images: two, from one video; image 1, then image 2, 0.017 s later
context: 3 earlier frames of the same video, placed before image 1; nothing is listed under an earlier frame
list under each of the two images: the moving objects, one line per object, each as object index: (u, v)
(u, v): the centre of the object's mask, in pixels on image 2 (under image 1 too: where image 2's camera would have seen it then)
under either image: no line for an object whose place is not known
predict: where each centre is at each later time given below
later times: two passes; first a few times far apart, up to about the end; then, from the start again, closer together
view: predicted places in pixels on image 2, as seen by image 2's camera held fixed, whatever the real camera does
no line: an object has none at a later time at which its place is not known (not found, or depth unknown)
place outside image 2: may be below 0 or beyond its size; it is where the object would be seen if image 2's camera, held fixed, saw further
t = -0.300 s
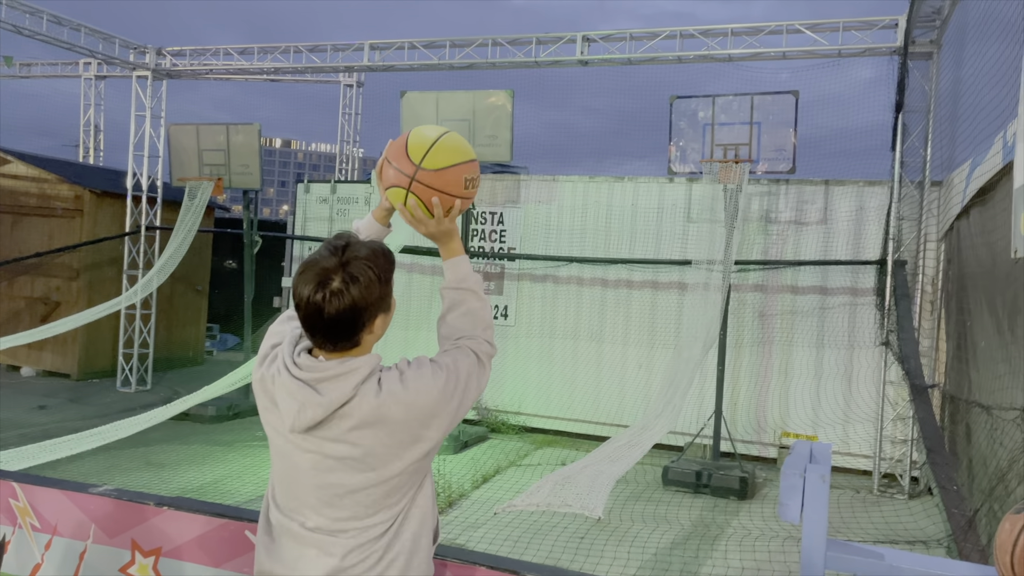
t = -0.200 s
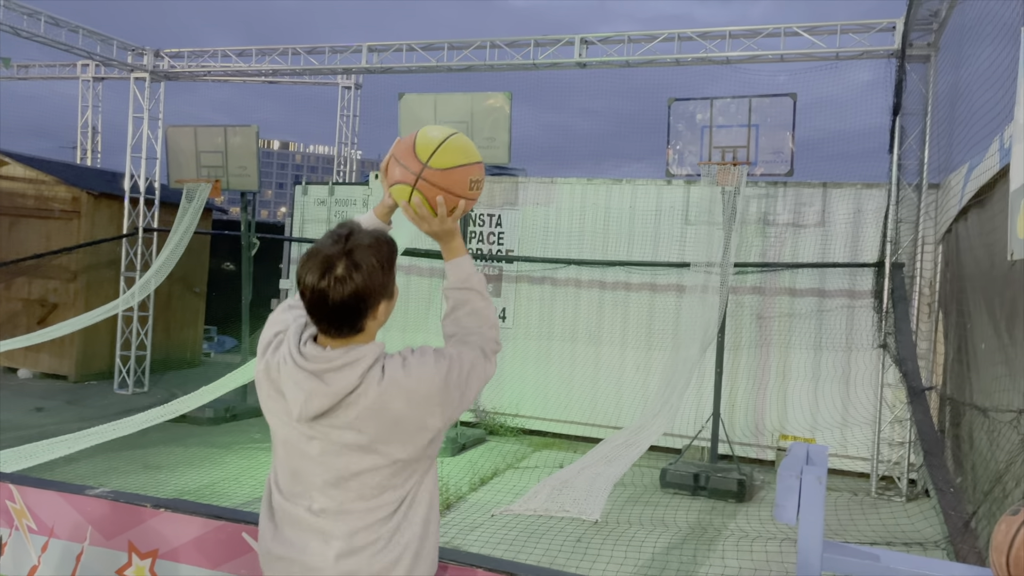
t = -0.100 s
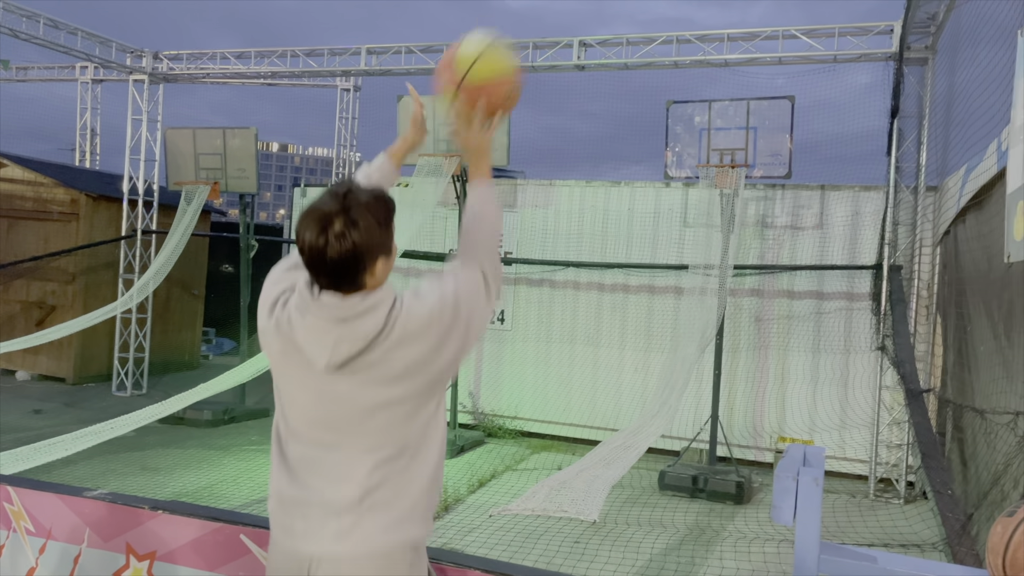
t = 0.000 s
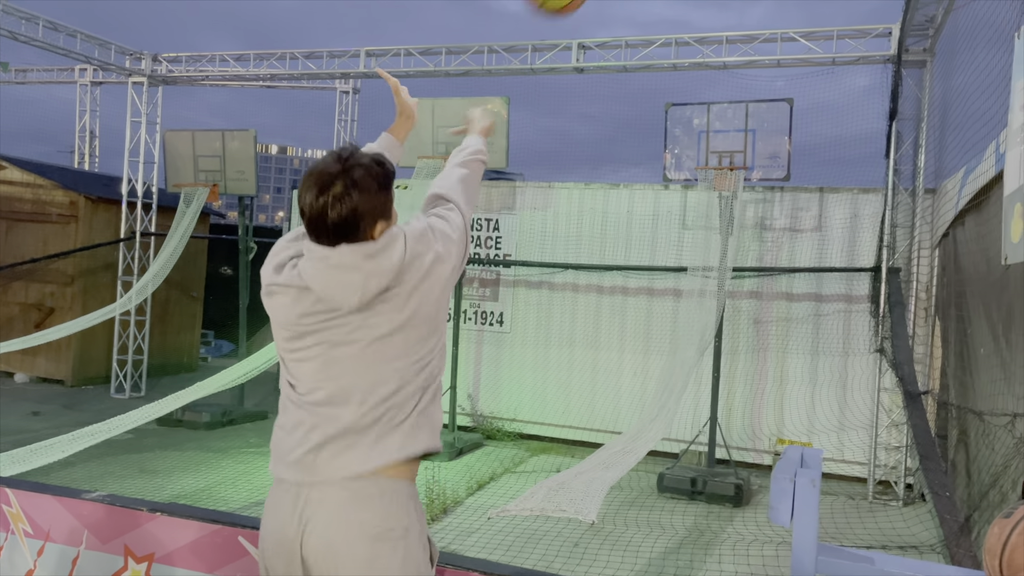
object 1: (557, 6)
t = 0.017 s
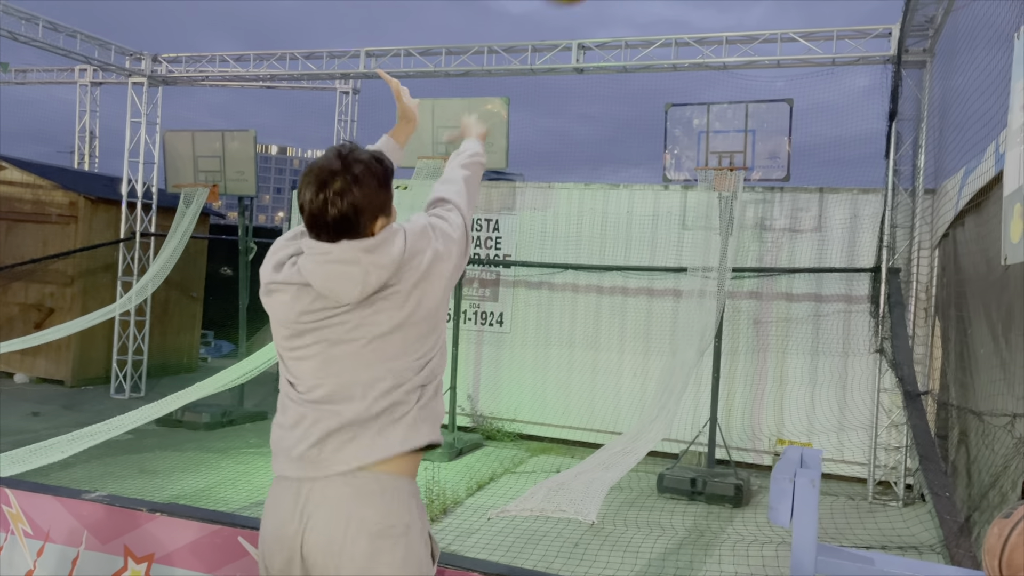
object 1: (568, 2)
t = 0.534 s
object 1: (723, 3)
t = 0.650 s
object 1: (737, 55)
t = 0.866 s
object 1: (756, 177)
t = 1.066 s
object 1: (766, 302)
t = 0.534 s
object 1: (723, 3)
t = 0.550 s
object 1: (726, 8)
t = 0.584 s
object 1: (730, 22)
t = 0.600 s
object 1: (732, 30)
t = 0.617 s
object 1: (734, 38)
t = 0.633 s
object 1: (736, 47)
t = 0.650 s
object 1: (737, 55)
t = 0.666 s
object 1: (739, 64)
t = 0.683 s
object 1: (740, 73)
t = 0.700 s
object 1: (742, 80)
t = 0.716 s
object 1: (744, 89)
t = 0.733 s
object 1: (745, 98)
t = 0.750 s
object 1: (747, 107)
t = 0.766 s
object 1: (748, 117)
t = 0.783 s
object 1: (749, 127)
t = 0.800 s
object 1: (751, 137)
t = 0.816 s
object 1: (752, 146)
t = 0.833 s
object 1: (753, 156)
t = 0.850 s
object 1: (754, 167)
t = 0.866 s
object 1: (756, 177)
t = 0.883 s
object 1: (756, 186)
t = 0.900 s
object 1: (757, 197)
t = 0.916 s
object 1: (758, 209)
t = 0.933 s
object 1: (760, 219)
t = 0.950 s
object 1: (760, 229)
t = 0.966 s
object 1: (761, 238)
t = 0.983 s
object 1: (762, 250)
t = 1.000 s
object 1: (763, 261)
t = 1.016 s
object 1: (764, 272)
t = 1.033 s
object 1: (765, 282)
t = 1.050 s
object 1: (765, 293)
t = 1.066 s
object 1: (766, 302)
